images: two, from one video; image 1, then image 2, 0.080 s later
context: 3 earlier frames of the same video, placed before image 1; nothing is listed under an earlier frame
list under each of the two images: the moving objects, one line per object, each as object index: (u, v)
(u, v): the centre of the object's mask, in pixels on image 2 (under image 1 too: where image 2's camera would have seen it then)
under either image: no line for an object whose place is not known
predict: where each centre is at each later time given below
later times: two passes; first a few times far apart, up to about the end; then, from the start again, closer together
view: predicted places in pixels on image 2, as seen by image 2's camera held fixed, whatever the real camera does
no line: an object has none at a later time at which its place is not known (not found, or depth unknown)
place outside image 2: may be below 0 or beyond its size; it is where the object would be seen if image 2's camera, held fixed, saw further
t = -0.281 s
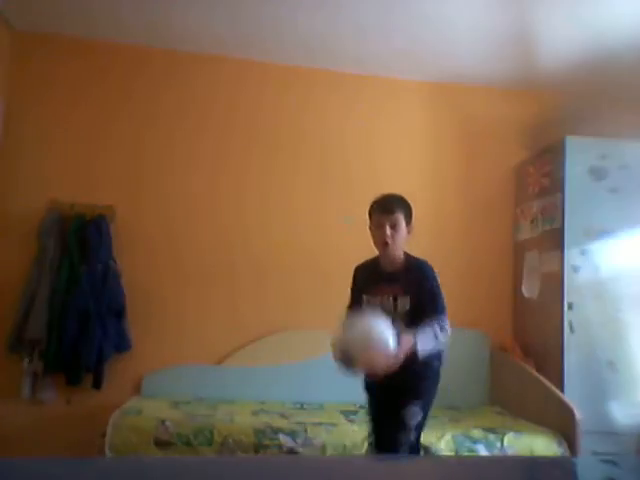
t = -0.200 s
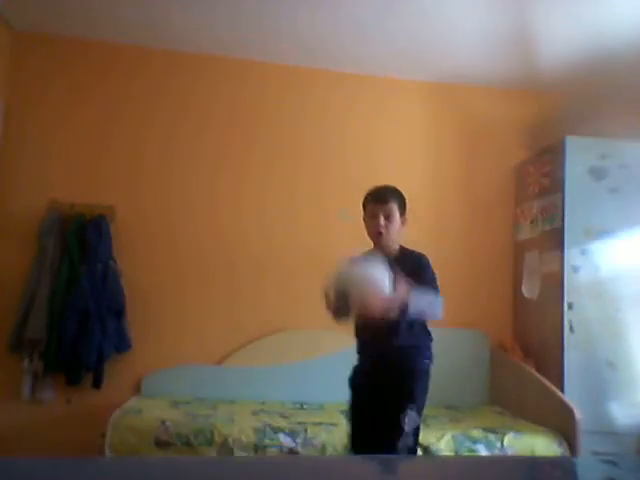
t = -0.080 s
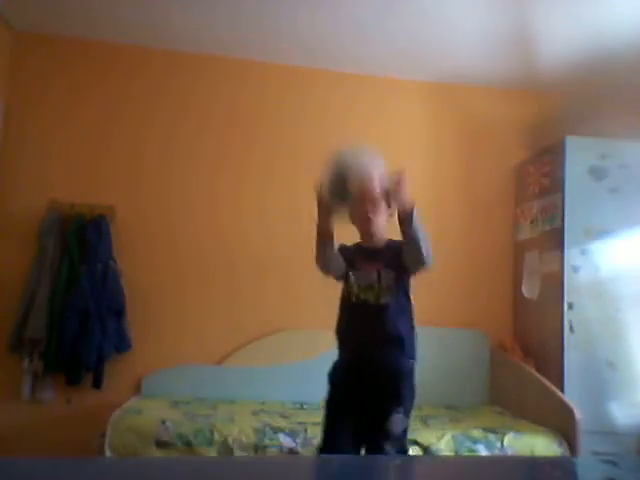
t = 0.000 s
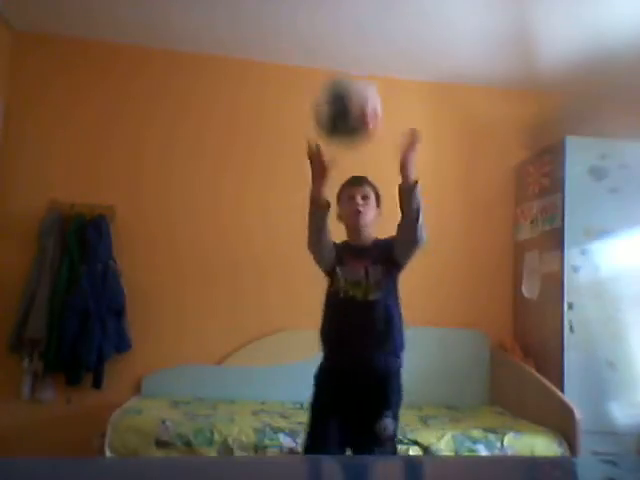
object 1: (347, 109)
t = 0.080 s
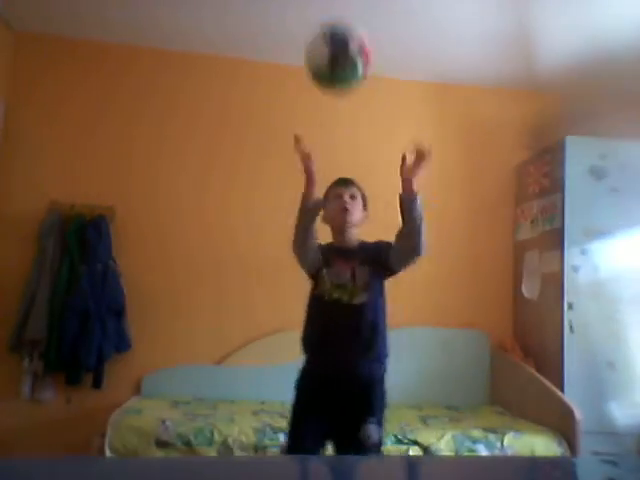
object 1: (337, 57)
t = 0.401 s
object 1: (299, 26)
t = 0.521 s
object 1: (281, 82)
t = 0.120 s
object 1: (334, 36)
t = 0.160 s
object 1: (329, 26)
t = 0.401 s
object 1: (299, 26)
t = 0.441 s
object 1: (292, 36)
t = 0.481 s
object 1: (287, 57)
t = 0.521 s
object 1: (281, 82)
